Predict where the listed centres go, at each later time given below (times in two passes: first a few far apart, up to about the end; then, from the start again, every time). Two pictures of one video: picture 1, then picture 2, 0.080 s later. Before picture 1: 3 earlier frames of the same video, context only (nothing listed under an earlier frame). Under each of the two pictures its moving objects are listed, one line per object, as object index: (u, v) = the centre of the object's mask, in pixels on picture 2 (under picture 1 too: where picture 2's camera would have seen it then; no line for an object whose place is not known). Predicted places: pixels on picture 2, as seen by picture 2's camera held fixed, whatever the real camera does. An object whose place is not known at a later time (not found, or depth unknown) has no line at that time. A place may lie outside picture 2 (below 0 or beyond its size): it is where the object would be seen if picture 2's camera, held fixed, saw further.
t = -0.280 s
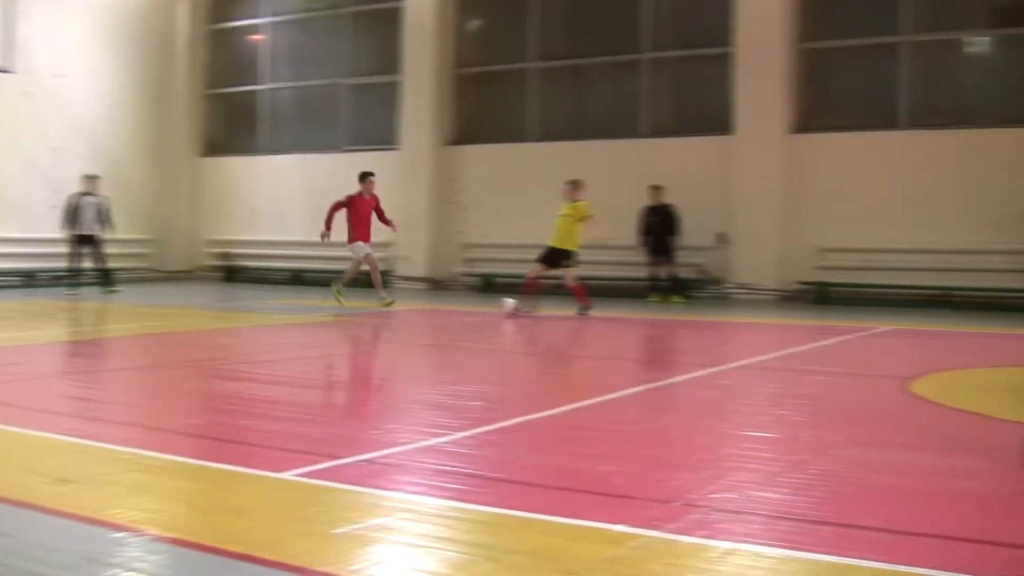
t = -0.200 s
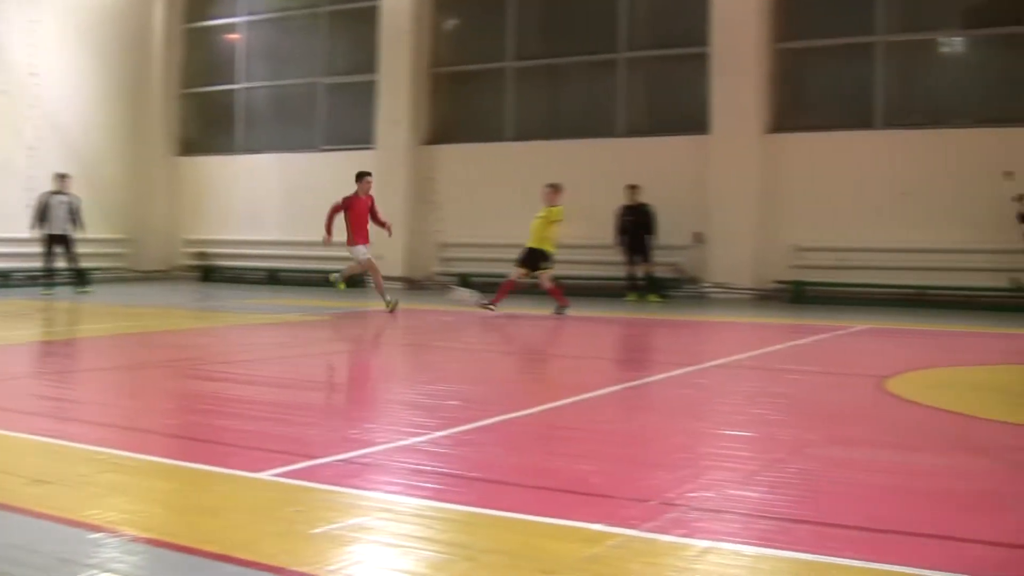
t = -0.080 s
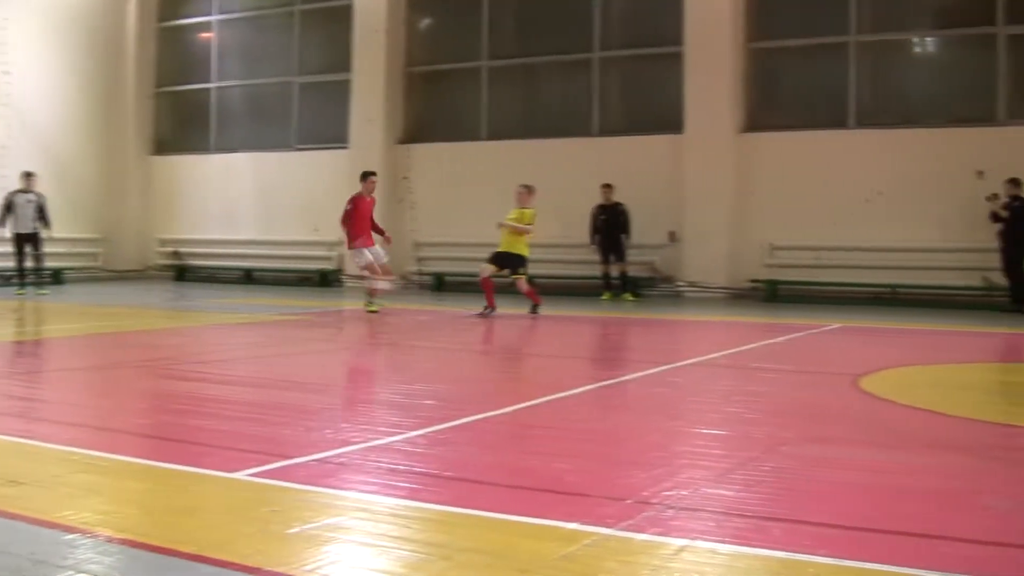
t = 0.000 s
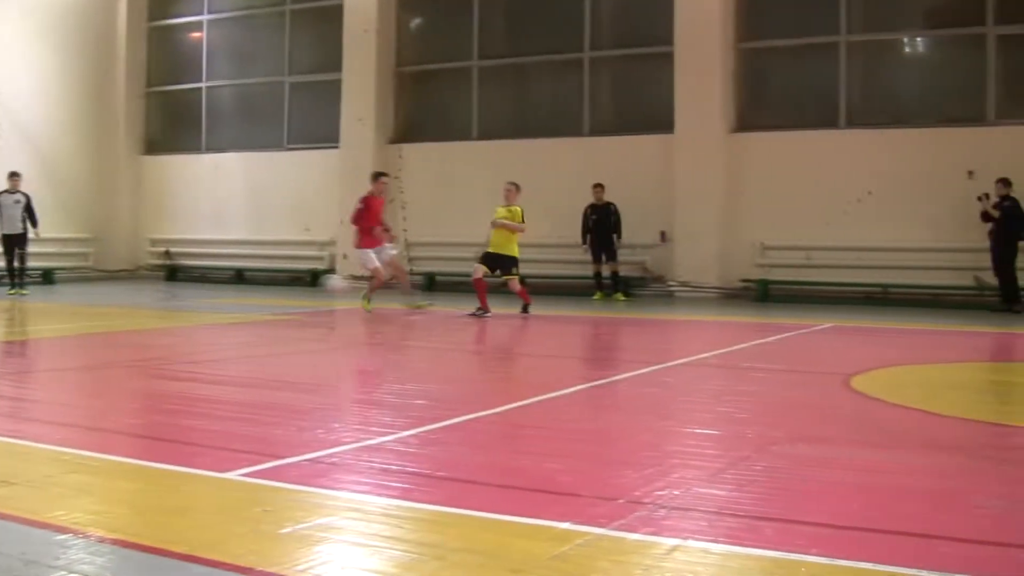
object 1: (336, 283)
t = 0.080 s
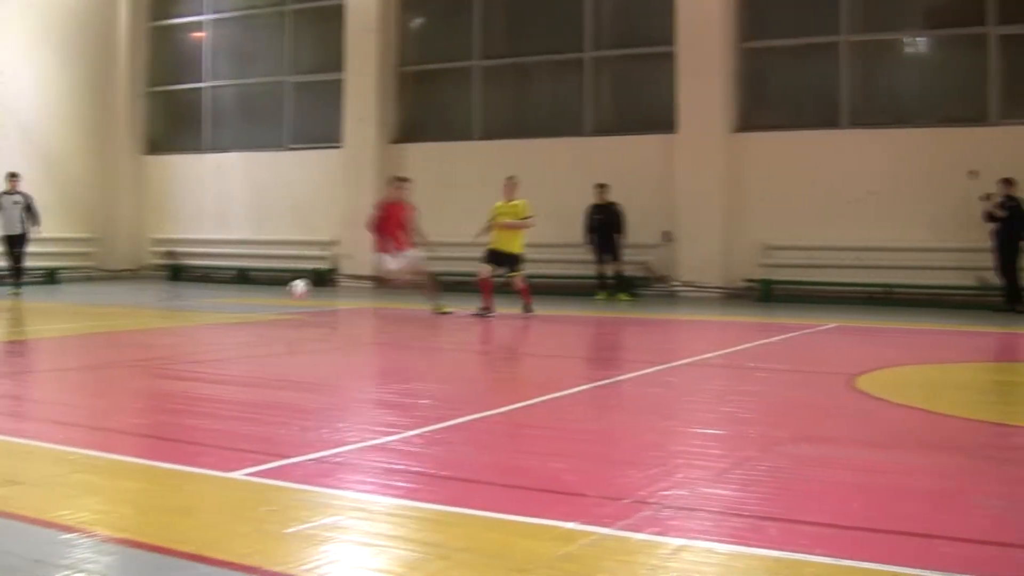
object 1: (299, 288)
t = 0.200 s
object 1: (234, 308)
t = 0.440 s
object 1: (135, 312)
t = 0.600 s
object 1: (65, 324)
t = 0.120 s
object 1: (279, 292)
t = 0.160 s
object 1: (257, 301)
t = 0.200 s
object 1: (234, 308)
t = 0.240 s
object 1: (215, 317)
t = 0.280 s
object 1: (197, 315)
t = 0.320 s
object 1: (181, 312)
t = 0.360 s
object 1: (165, 311)
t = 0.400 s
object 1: (151, 311)
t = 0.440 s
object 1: (135, 312)
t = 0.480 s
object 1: (116, 316)
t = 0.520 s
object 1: (99, 321)
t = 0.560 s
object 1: (82, 326)
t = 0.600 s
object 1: (65, 324)
